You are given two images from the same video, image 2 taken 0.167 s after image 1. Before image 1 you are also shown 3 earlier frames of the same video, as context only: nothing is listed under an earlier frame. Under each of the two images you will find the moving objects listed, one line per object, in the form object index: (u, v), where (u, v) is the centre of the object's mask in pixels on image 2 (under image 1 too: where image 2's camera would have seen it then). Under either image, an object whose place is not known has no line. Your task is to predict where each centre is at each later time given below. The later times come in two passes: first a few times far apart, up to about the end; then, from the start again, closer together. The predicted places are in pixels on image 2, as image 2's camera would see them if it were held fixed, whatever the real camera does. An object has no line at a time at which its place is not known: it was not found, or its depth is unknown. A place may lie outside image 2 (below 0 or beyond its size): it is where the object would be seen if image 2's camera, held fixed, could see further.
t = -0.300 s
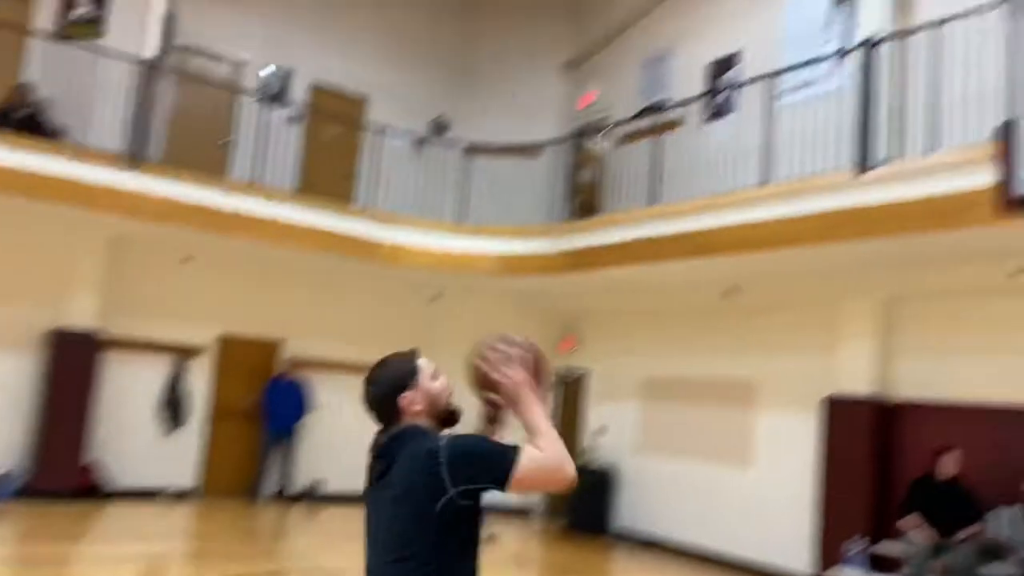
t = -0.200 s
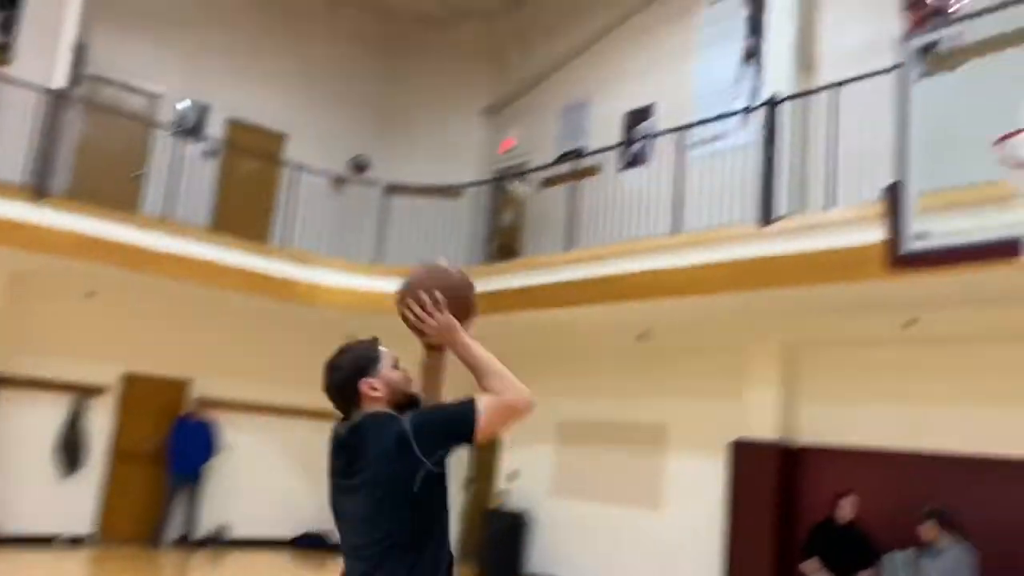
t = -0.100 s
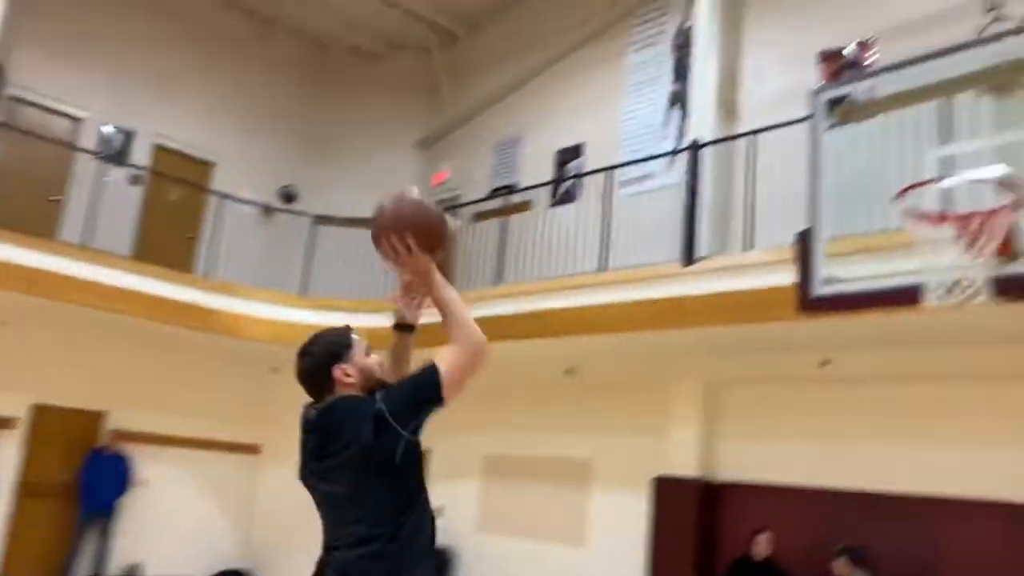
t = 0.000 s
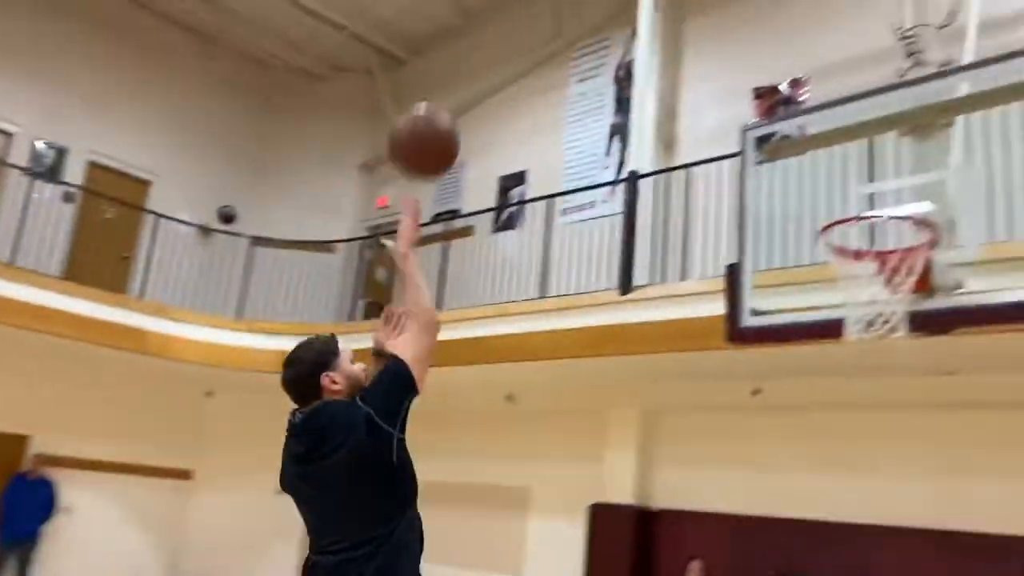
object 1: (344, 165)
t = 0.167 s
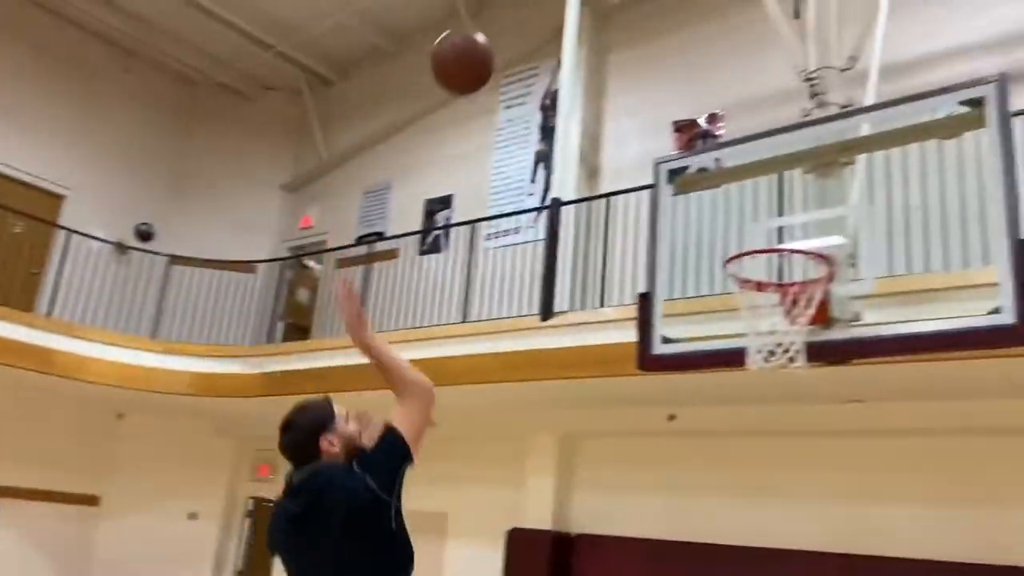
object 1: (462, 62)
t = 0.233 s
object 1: (501, 42)
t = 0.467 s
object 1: (615, 51)
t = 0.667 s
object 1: (698, 140)
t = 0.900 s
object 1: (785, 326)
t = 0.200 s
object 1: (482, 51)
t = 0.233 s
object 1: (501, 42)
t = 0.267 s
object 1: (519, 36)
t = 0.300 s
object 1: (537, 33)
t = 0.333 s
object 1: (554, 33)
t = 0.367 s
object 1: (572, 34)
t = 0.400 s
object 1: (588, 37)
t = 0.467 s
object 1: (615, 51)
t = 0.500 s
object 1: (629, 61)
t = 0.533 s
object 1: (643, 72)
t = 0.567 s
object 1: (657, 86)
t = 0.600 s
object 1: (669, 102)
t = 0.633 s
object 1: (682, 120)
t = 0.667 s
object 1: (698, 140)
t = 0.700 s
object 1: (712, 160)
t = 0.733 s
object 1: (723, 183)
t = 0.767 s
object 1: (736, 210)
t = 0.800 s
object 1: (748, 236)
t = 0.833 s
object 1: (761, 268)
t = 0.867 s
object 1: (773, 298)
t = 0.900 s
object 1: (785, 326)
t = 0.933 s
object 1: (779, 347)
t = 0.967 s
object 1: (788, 349)
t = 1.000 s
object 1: (791, 354)
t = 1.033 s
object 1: (792, 363)
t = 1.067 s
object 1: (793, 375)
